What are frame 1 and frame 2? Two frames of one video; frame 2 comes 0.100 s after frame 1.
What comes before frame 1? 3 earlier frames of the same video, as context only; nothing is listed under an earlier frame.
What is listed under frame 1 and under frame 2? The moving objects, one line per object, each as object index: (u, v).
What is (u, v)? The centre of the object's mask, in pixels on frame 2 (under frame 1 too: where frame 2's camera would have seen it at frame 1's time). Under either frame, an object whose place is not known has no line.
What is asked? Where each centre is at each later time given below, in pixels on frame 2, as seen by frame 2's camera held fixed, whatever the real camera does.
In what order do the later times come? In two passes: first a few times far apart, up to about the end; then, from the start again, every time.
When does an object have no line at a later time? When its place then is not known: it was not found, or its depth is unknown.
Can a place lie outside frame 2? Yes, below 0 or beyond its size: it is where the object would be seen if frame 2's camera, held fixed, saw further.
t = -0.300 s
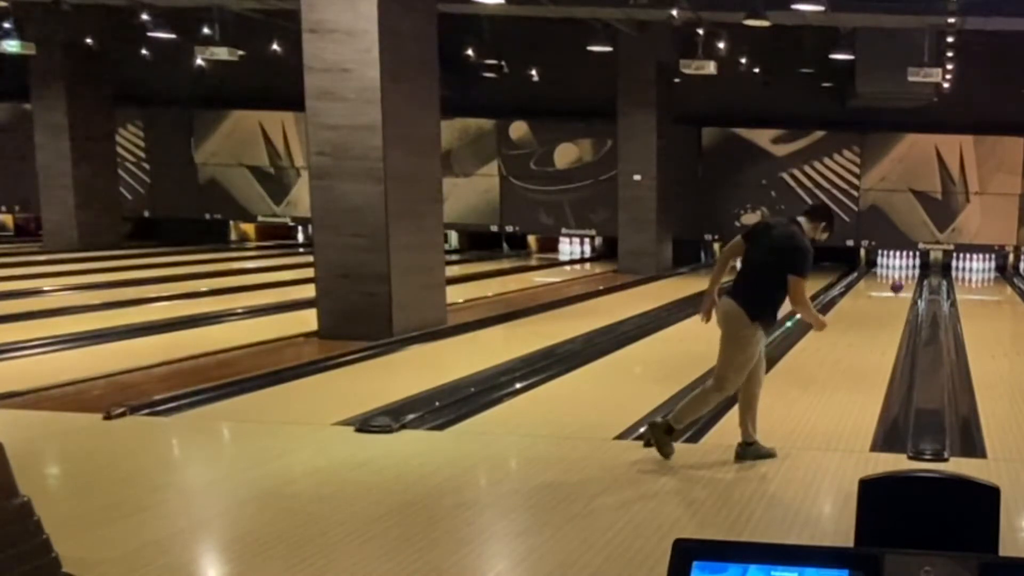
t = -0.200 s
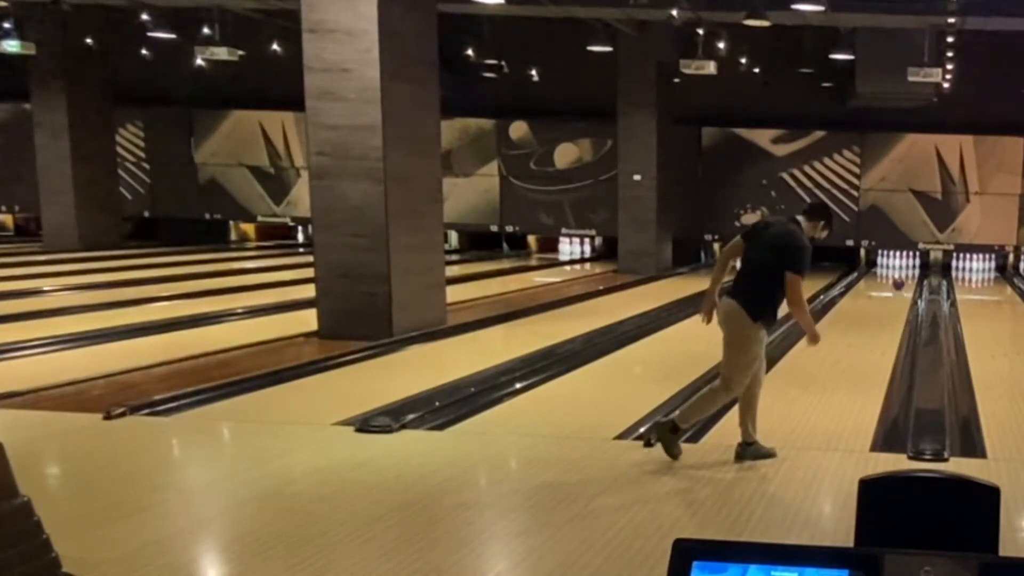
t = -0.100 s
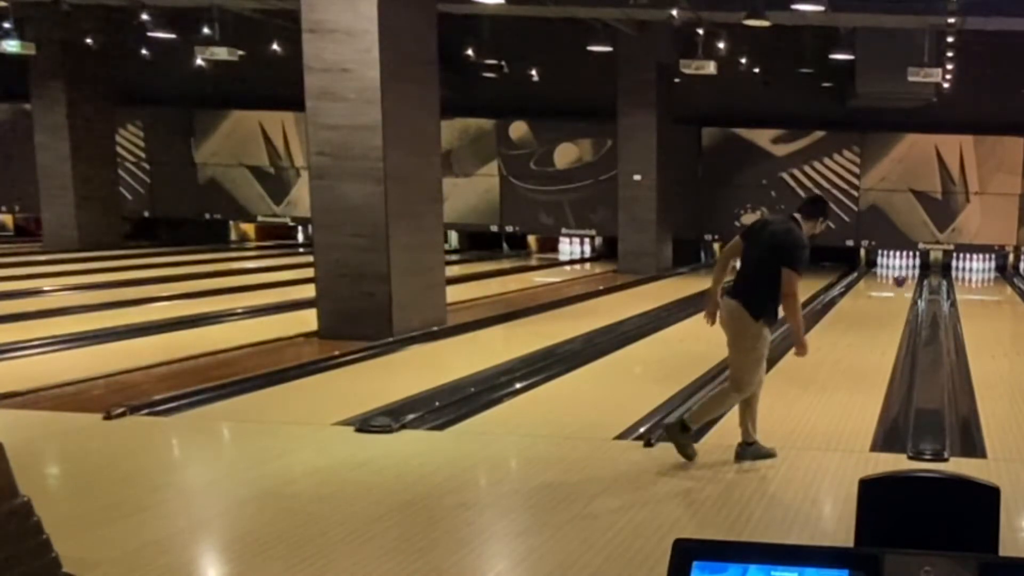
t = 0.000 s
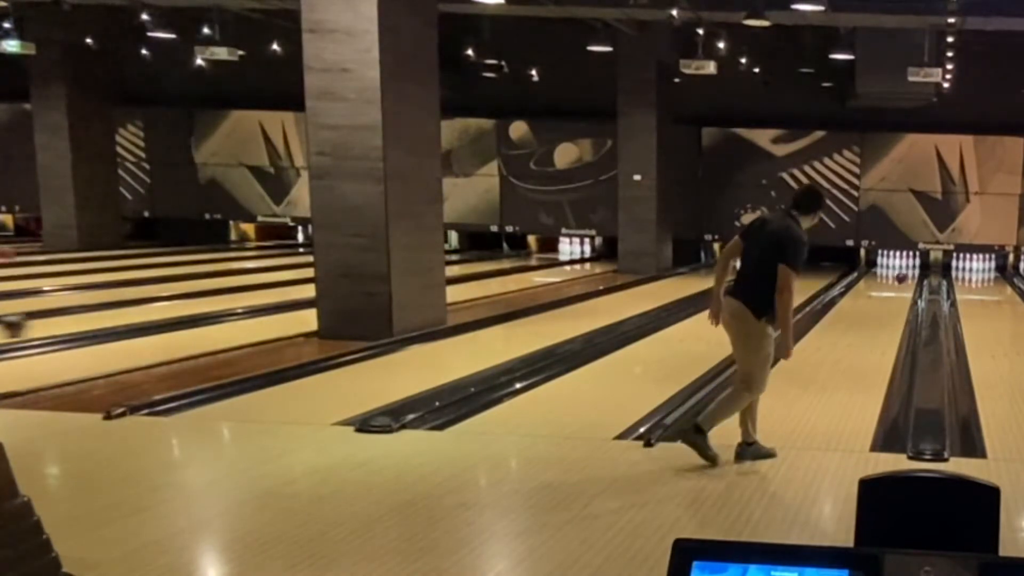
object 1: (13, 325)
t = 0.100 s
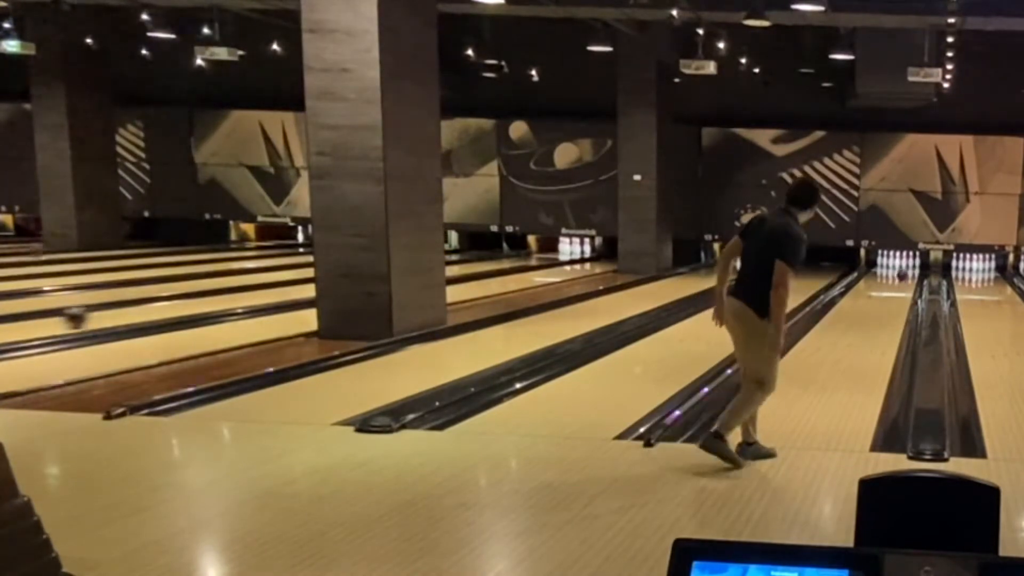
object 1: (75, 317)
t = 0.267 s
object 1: (160, 306)
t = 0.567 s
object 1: (277, 290)
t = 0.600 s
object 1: (288, 289)
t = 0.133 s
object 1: (95, 315)
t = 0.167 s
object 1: (111, 312)
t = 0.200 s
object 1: (129, 309)
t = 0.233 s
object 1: (144, 308)
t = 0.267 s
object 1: (160, 306)
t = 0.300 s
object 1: (176, 304)
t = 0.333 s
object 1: (190, 302)
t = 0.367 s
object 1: (203, 300)
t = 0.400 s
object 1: (217, 298)
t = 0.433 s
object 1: (231, 296)
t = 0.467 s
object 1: (242, 295)
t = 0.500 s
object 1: (254, 293)
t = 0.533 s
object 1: (266, 292)
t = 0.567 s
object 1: (277, 290)
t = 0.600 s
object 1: (288, 289)
